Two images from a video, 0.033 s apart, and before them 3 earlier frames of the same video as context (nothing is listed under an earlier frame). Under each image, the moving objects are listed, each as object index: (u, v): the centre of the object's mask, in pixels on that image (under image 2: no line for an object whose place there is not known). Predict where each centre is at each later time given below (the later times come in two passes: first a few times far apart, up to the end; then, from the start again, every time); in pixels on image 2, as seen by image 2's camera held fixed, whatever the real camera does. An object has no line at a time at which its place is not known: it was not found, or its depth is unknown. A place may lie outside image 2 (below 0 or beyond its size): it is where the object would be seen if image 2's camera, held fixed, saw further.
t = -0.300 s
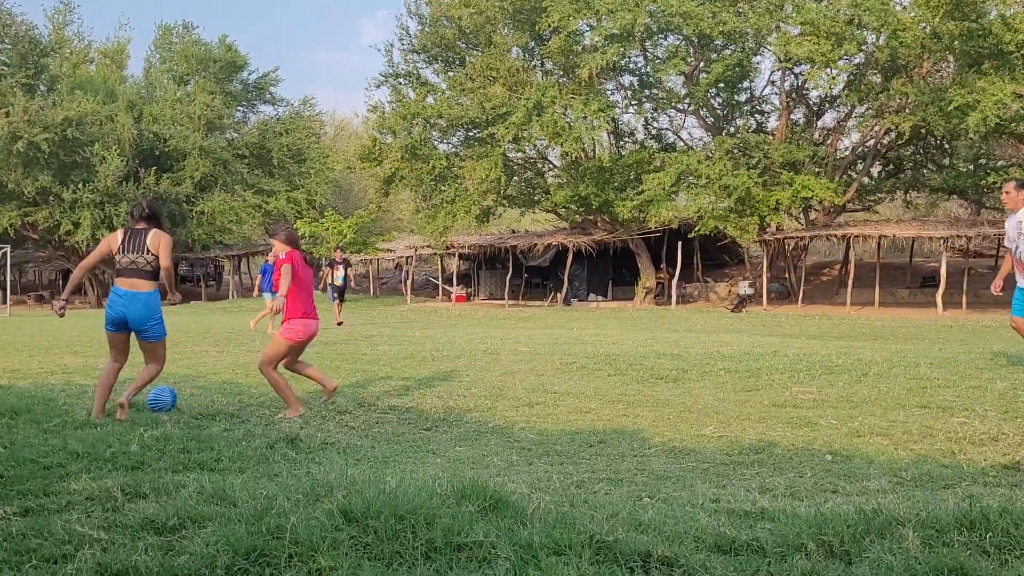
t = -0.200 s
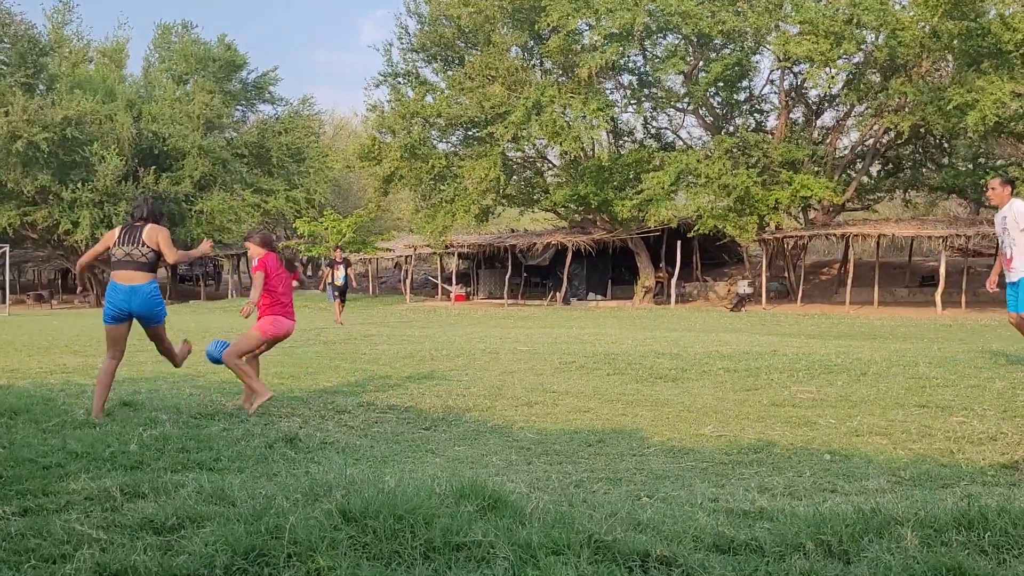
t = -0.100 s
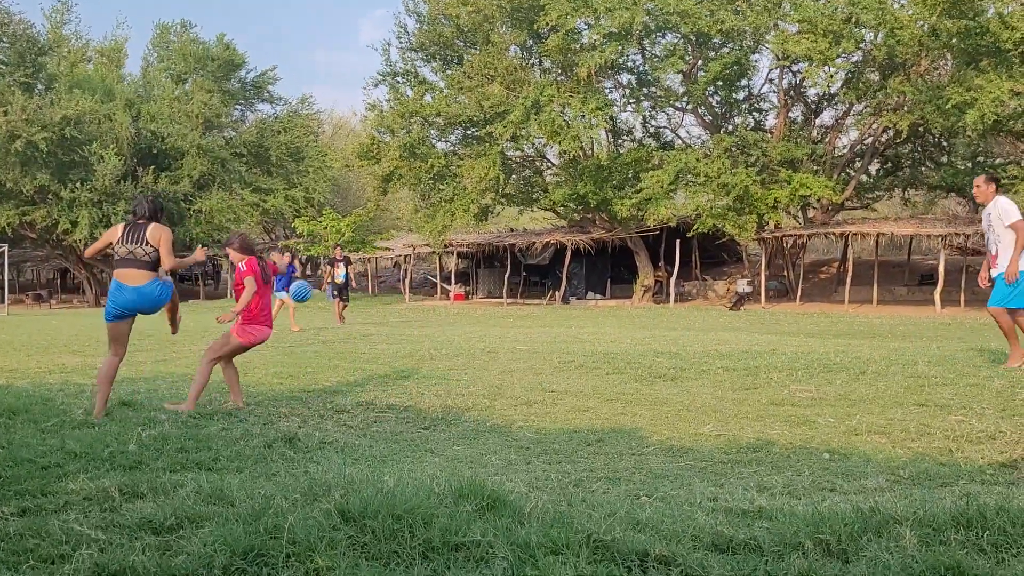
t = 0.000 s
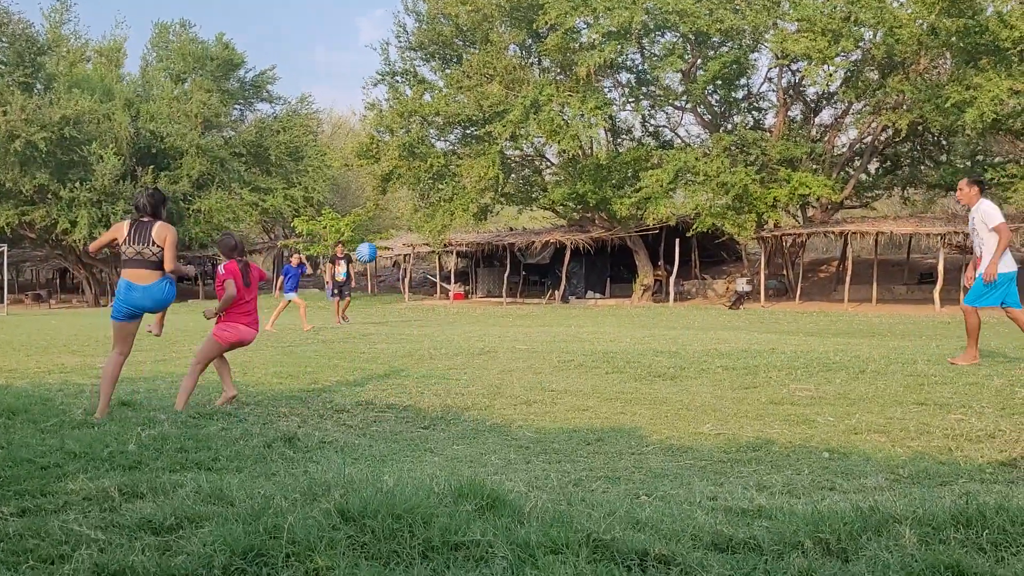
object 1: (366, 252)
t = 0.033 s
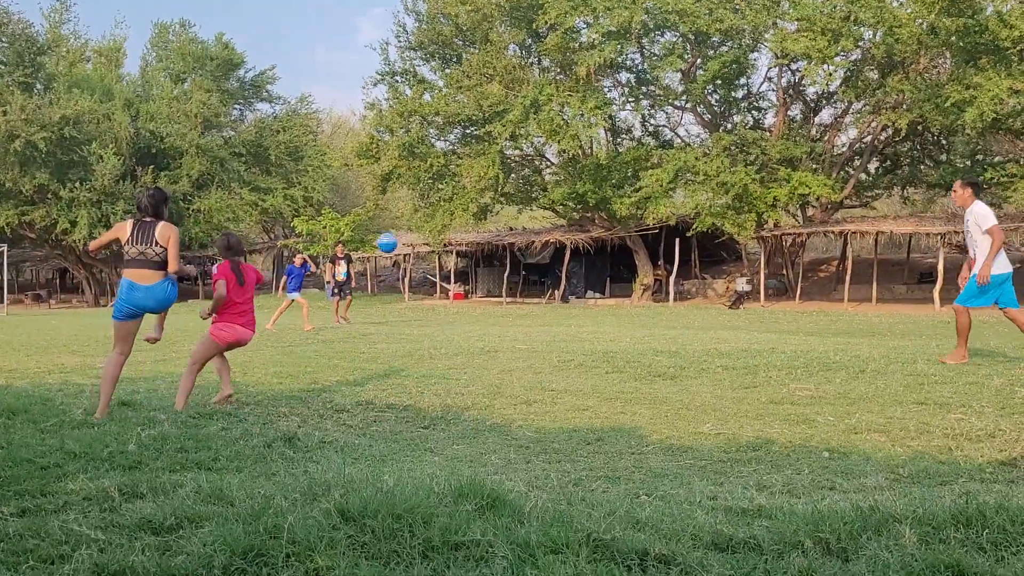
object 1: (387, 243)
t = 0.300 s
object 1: (512, 222)
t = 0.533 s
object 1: (590, 254)
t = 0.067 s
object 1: (404, 237)
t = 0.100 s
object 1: (423, 231)
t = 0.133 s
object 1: (439, 227)
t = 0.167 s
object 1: (454, 224)
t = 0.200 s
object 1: (471, 221)
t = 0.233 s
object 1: (484, 221)
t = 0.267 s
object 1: (498, 221)
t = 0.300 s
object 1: (512, 222)
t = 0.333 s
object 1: (524, 225)
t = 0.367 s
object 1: (537, 227)
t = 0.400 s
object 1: (548, 231)
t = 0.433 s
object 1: (559, 236)
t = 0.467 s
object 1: (570, 241)
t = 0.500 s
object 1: (580, 248)
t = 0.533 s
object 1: (590, 254)
